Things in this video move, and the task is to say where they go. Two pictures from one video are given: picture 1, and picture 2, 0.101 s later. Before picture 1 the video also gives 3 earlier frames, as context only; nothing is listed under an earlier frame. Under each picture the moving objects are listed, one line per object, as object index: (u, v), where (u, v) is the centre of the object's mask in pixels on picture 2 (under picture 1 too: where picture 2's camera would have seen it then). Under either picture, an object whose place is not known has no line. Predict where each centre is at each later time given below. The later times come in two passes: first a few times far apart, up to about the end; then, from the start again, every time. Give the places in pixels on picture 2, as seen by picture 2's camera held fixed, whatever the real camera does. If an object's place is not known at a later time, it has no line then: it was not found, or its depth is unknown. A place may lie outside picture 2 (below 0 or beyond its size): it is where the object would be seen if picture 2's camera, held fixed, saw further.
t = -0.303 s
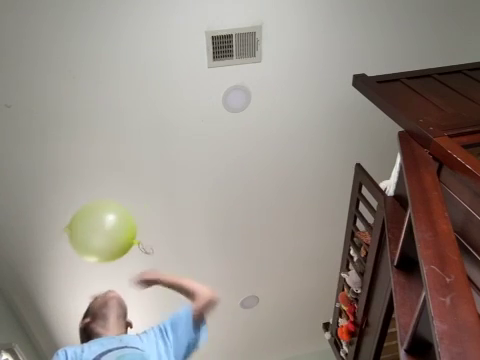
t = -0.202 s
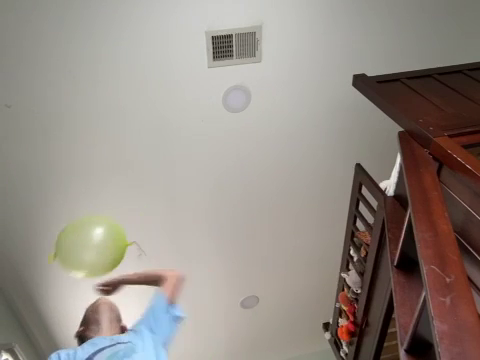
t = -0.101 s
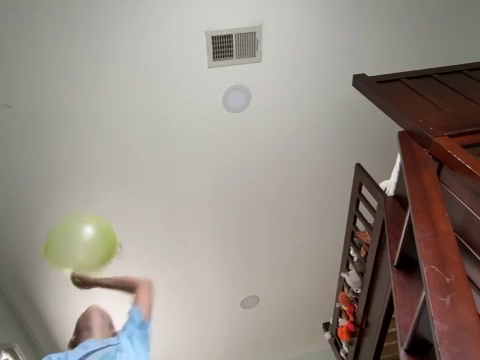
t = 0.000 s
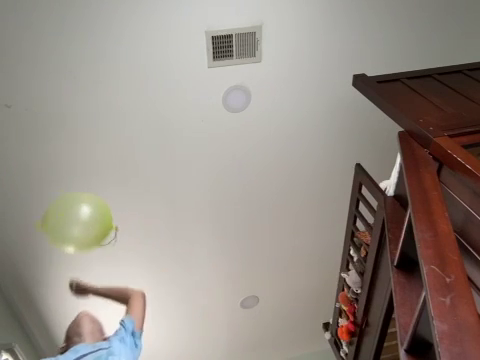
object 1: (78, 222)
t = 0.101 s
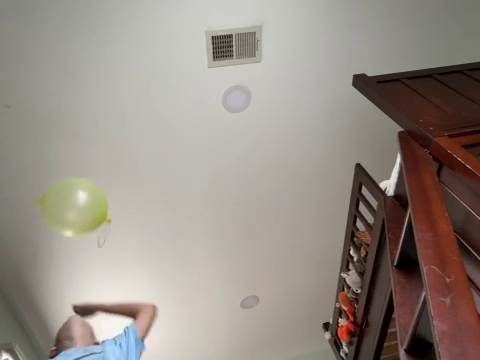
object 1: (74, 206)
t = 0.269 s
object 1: (68, 194)
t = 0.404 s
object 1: (62, 194)
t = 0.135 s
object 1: (73, 203)
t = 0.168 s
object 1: (74, 202)
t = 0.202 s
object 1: (72, 199)
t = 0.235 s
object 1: (70, 195)
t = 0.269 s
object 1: (68, 194)
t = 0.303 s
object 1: (66, 193)
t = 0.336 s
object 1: (65, 193)
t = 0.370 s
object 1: (63, 193)
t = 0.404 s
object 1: (62, 194)
